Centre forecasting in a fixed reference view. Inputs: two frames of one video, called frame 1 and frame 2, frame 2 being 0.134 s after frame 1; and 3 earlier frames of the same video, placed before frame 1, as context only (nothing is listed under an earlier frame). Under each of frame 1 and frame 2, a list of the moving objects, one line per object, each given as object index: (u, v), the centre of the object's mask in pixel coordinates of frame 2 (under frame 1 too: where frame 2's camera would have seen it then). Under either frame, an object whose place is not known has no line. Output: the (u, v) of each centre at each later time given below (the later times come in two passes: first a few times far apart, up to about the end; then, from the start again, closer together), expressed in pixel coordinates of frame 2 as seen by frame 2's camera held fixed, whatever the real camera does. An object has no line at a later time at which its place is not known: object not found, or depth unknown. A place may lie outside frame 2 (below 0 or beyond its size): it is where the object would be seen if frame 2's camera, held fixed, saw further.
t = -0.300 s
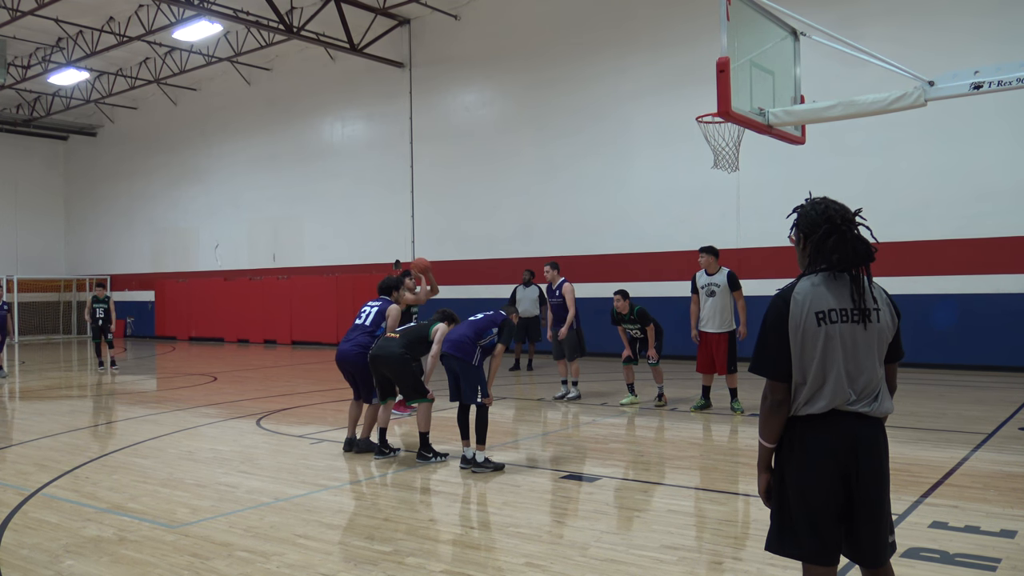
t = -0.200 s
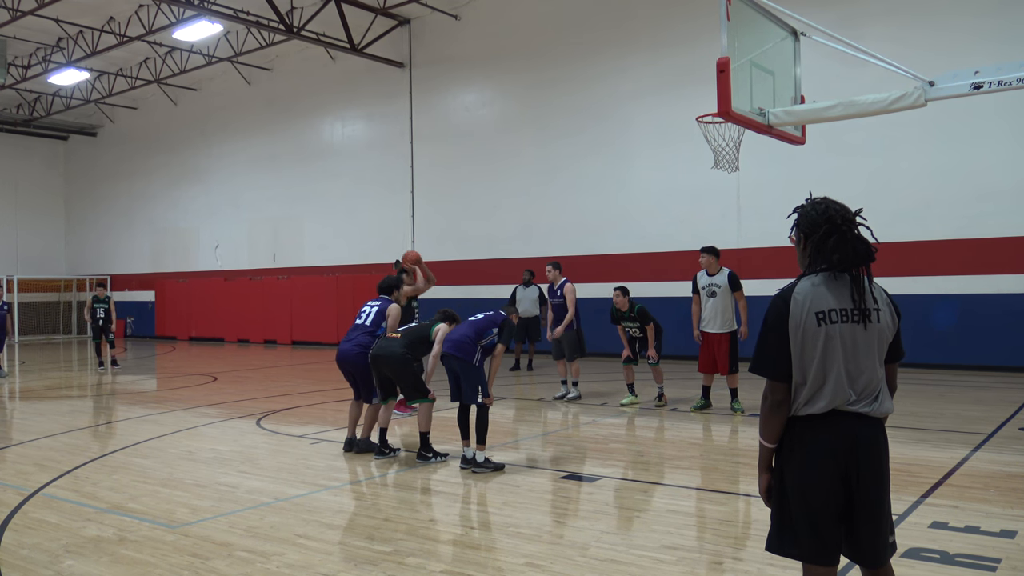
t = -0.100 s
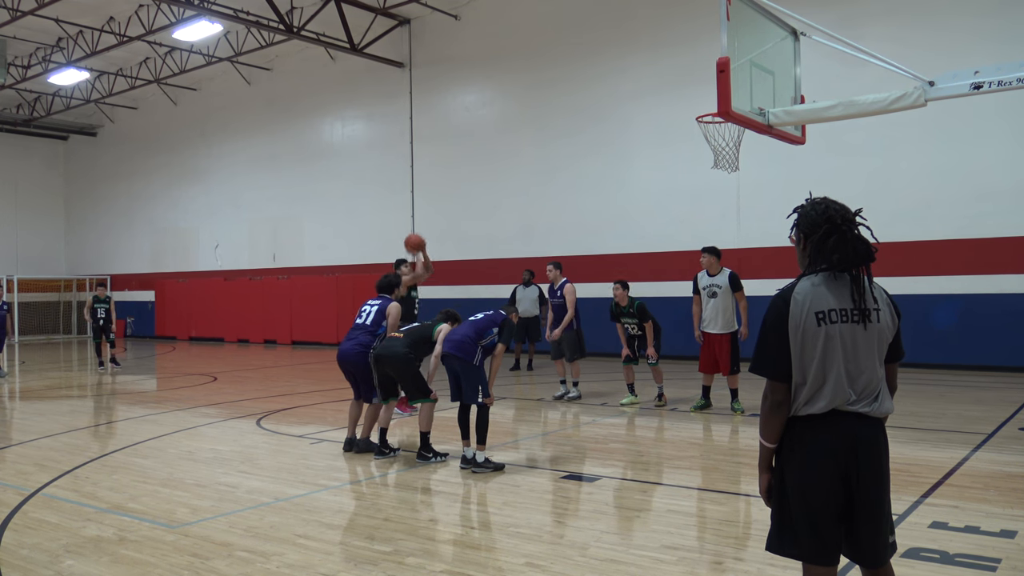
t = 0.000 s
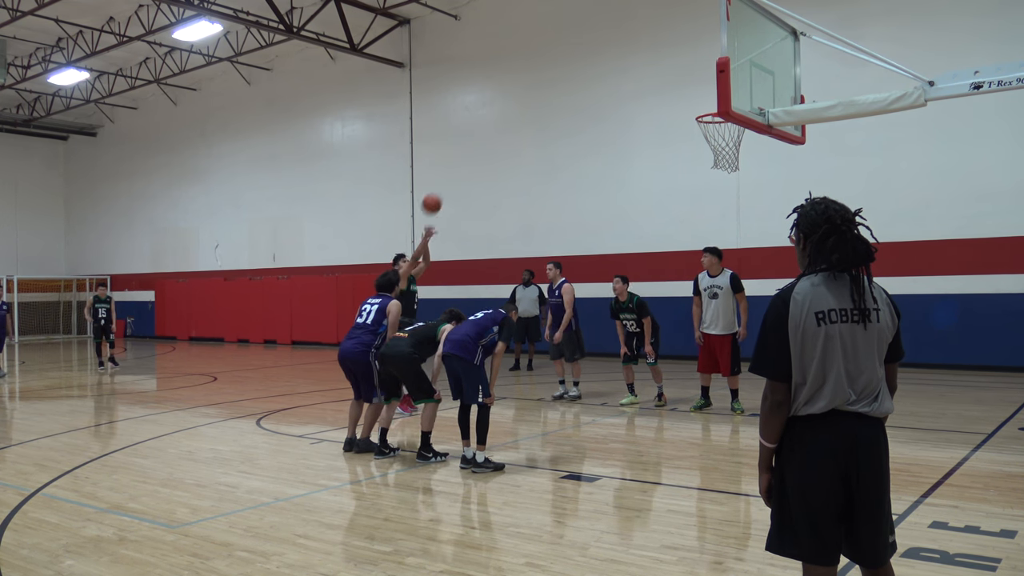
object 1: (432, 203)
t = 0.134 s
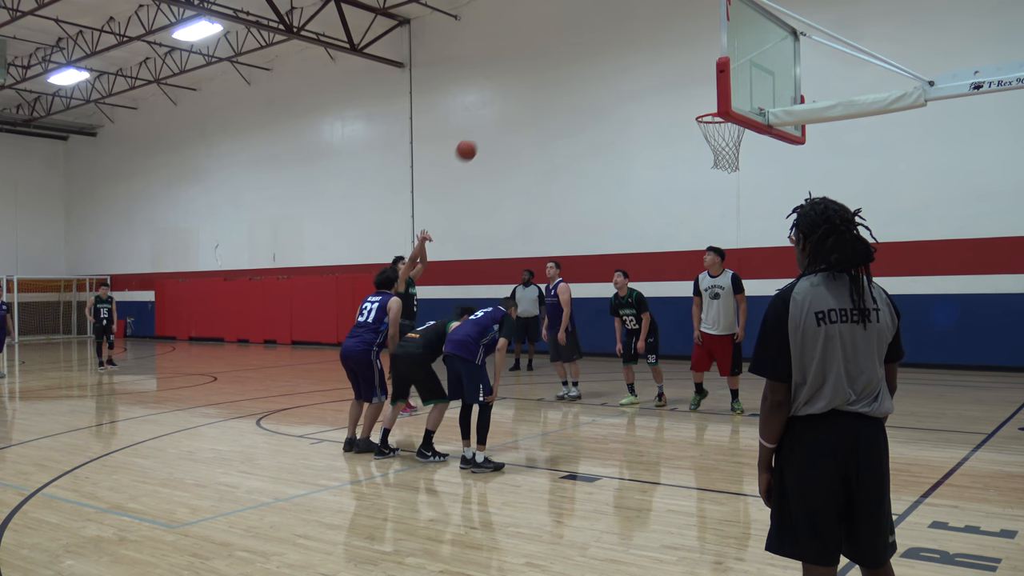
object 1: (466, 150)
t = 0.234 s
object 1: (494, 117)
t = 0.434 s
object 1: (553, 73)
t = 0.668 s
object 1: (631, 64)
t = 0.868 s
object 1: (706, 99)
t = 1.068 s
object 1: (734, 174)
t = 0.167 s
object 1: (475, 138)
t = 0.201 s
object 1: (484, 127)
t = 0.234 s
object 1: (494, 117)
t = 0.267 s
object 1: (503, 108)
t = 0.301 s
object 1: (513, 99)
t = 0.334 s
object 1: (523, 92)
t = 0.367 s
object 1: (533, 85)
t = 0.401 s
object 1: (543, 78)
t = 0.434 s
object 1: (553, 73)
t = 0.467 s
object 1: (564, 69)
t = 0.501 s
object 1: (574, 66)
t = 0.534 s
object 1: (585, 64)
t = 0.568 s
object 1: (596, 62)
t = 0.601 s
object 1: (607, 62)
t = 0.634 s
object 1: (619, 62)
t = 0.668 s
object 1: (631, 64)
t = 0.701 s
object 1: (643, 67)
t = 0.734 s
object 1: (655, 71)
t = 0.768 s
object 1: (668, 77)
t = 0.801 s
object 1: (681, 83)
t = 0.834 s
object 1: (693, 90)
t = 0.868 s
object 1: (706, 99)
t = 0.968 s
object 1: (738, 136)
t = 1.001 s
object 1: (737, 149)
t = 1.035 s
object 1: (736, 161)
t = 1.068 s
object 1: (734, 174)
